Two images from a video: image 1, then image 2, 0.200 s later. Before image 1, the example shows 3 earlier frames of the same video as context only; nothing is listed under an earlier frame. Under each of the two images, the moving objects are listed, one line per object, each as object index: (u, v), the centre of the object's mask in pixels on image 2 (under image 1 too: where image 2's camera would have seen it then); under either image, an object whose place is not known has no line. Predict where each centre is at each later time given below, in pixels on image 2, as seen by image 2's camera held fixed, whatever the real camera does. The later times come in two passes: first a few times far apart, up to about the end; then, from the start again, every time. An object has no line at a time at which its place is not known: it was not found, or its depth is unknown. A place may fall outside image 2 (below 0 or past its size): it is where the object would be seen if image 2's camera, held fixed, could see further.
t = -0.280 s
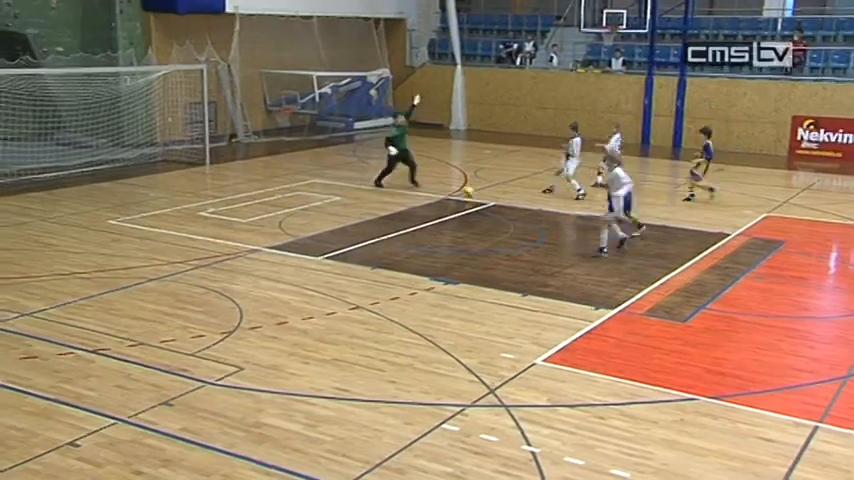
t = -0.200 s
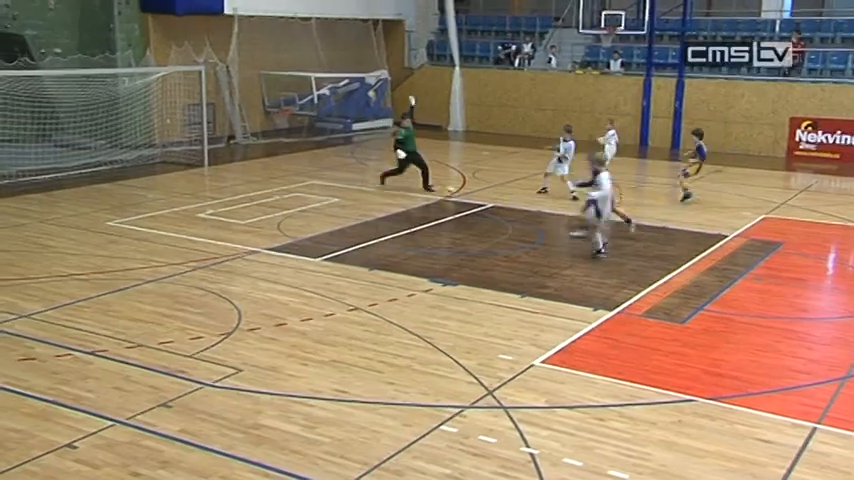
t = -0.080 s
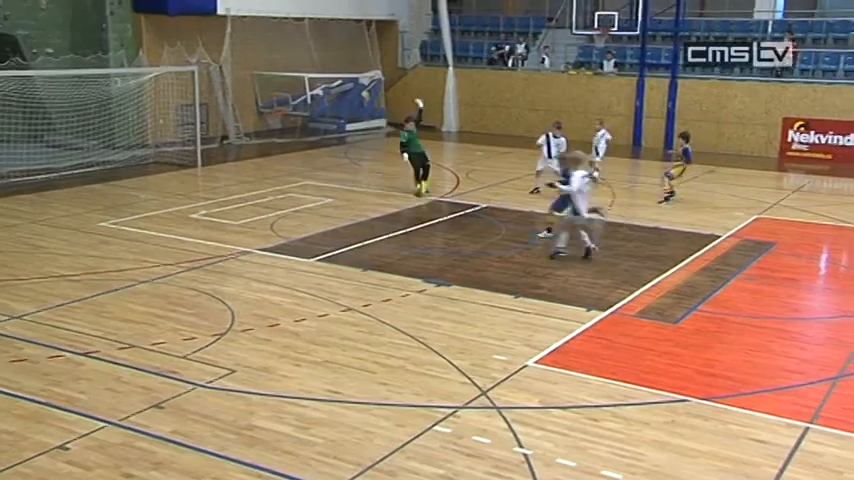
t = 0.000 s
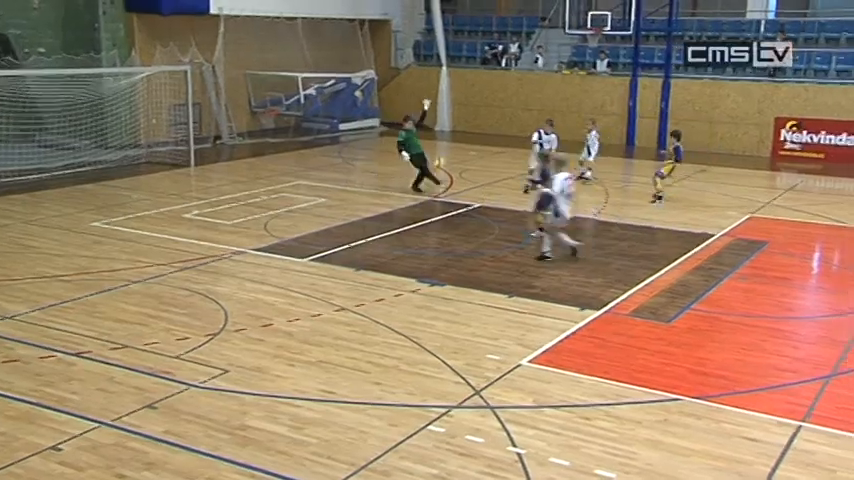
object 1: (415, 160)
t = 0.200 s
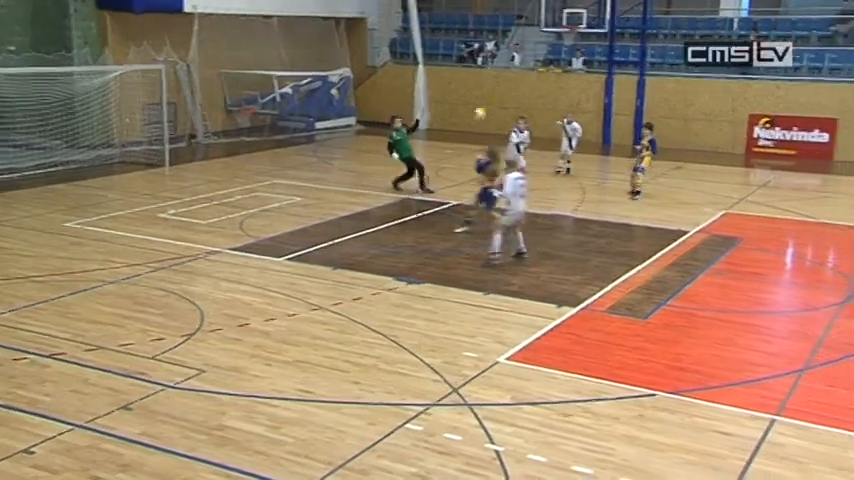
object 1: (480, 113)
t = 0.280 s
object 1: (507, 98)
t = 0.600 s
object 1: (630, 70)
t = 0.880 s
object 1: (757, 98)
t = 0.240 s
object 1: (493, 105)
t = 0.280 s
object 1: (507, 98)
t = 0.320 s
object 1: (521, 91)
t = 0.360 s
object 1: (535, 85)
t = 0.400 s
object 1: (551, 80)
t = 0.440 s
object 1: (566, 76)
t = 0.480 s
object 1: (581, 73)
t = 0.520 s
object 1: (597, 70)
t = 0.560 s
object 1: (615, 70)
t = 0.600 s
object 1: (630, 70)
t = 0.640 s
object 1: (646, 70)
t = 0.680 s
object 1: (665, 71)
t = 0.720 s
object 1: (682, 74)
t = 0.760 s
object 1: (700, 78)
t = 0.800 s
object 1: (718, 81)
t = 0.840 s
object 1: (737, 90)
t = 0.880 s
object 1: (757, 98)
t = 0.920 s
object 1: (778, 109)
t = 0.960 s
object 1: (796, 121)
